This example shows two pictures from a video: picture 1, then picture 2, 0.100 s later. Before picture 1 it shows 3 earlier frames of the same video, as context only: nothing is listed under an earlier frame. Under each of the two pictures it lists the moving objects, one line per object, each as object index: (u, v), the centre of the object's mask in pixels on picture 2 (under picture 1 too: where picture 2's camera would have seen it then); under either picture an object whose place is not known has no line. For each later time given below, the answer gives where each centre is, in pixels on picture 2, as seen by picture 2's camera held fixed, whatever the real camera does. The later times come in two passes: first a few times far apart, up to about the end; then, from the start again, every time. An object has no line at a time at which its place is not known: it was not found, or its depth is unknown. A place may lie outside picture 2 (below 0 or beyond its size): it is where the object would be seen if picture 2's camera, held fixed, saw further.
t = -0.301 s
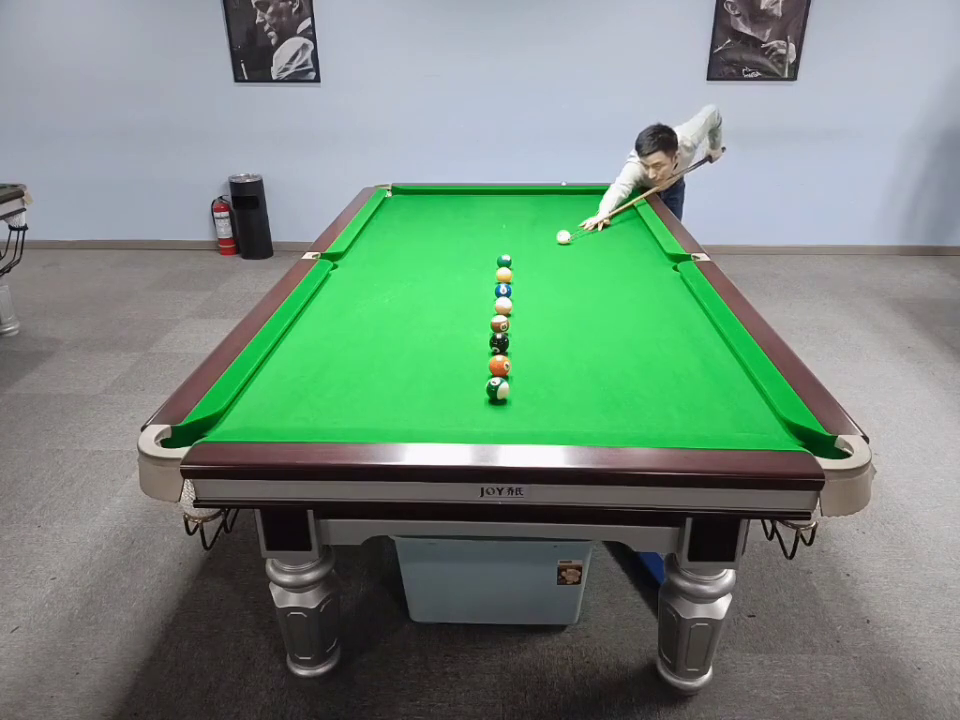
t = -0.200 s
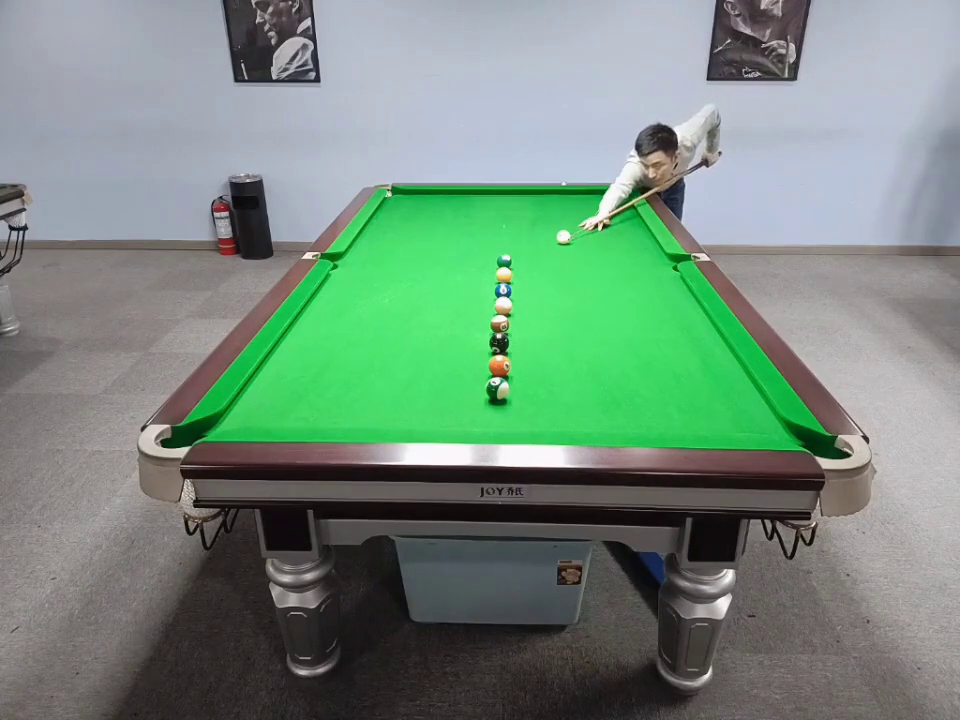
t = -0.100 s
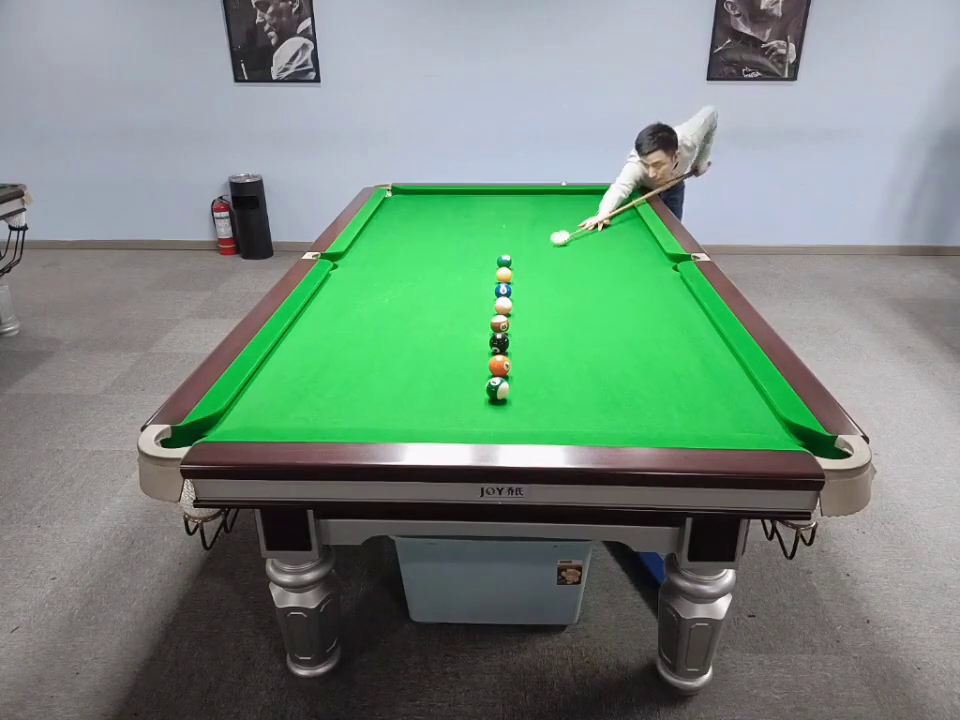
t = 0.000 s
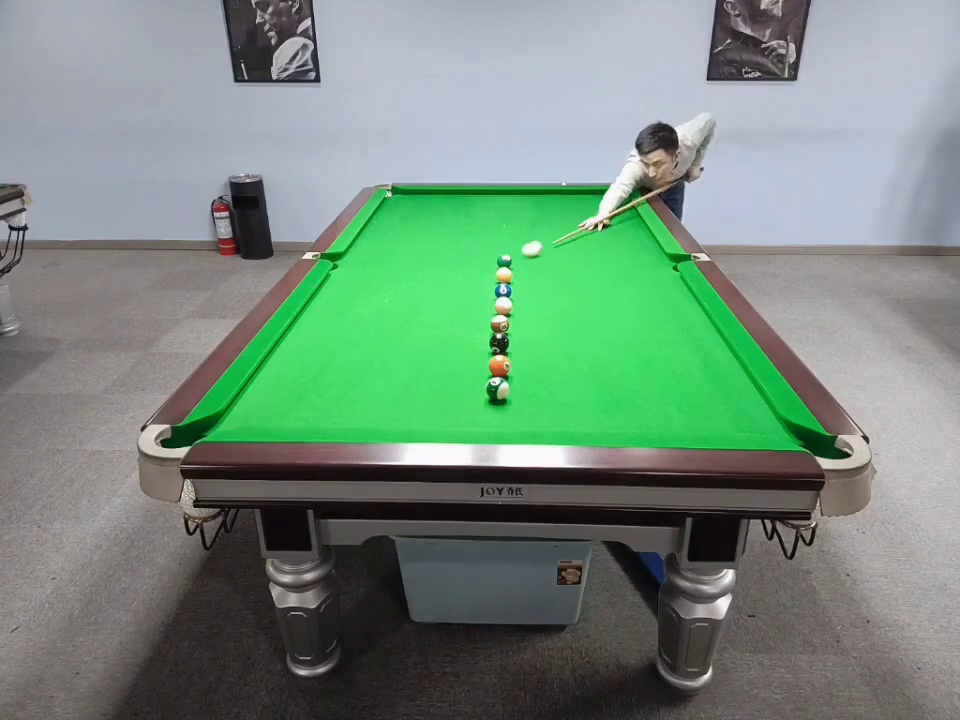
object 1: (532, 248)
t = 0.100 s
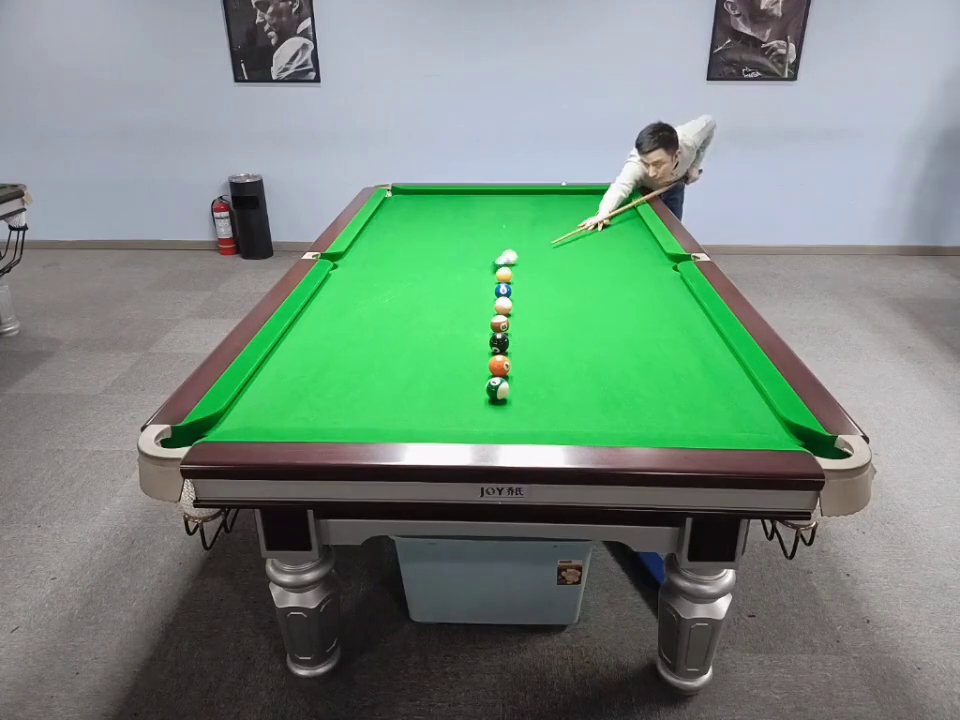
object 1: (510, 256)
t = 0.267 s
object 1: (501, 255)
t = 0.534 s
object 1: (490, 254)
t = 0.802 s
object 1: (480, 252)
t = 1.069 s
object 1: (472, 251)
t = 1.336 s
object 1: (466, 250)
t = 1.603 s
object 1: (460, 249)
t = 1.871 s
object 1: (457, 248)
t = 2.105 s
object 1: (454, 248)
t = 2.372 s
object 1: (453, 248)
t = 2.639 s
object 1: (452, 248)
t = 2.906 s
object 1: (452, 248)
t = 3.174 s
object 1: (452, 248)
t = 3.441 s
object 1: (452, 248)
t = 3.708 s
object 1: (452, 248)
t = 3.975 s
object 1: (452, 248)
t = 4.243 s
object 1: (452, 248)
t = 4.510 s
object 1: (452, 248)
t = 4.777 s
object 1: (452, 248)
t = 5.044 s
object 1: (452, 248)
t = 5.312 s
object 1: (452, 248)
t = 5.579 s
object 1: (452, 248)
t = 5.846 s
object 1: (452, 248)
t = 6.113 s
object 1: (452, 248)
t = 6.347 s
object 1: (452, 248)
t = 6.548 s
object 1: (452, 248)
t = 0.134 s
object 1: (507, 256)
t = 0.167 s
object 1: (506, 256)
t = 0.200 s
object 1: (504, 256)
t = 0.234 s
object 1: (503, 256)
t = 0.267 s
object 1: (501, 255)
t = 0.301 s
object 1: (499, 255)
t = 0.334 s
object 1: (498, 255)
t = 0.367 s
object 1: (497, 255)
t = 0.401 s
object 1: (495, 255)
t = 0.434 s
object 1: (494, 254)
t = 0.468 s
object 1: (492, 254)
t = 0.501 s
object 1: (491, 254)
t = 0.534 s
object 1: (490, 254)
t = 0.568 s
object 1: (488, 254)
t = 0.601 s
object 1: (487, 253)
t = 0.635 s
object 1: (486, 253)
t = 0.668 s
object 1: (485, 253)
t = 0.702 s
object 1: (484, 253)
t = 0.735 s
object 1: (483, 252)
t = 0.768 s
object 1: (482, 252)
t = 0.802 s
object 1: (480, 252)
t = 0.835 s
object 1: (479, 252)
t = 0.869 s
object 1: (478, 252)
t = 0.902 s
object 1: (477, 252)
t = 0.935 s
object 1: (476, 251)
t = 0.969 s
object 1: (475, 251)
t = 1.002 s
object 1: (474, 251)
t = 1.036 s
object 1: (473, 251)
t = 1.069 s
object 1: (472, 251)
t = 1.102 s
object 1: (472, 250)
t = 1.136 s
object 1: (471, 250)
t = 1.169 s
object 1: (470, 250)
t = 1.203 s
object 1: (469, 250)
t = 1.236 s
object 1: (468, 250)
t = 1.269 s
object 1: (467, 250)
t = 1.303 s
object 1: (467, 250)
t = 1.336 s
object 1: (466, 250)
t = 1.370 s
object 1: (465, 250)
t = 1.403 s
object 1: (464, 249)
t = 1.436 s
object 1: (463, 249)
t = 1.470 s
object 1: (463, 249)
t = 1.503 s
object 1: (462, 249)
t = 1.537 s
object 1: (462, 249)
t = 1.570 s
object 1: (461, 249)
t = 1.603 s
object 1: (460, 249)
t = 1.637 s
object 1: (460, 249)
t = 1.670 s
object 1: (459, 249)
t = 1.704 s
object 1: (459, 249)
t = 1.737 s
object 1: (458, 249)
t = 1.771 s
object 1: (458, 248)
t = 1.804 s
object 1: (458, 248)
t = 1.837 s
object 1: (457, 249)
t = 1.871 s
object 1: (457, 248)
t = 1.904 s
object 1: (456, 248)
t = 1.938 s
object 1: (456, 248)
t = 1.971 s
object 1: (456, 248)
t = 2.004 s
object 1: (455, 248)
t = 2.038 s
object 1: (455, 248)
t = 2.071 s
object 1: (454, 248)
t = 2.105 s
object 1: (454, 248)
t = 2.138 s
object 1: (454, 248)
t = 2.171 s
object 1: (454, 248)
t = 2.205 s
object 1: (453, 248)
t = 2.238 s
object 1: (453, 248)
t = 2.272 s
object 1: (453, 248)
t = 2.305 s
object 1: (453, 248)
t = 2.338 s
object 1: (453, 248)
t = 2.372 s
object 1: (453, 248)
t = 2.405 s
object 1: (453, 248)
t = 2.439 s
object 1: (452, 248)
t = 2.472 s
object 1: (452, 248)
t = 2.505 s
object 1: (453, 248)
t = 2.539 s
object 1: (452, 248)
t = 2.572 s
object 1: (452, 248)
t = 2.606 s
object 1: (452, 248)
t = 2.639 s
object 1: (452, 248)
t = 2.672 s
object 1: (452, 248)
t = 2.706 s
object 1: (452, 248)
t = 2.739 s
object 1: (452, 248)
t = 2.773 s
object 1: (452, 248)
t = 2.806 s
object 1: (452, 248)
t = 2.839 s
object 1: (452, 248)
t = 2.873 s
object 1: (452, 248)
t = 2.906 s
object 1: (452, 248)
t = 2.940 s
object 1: (452, 248)
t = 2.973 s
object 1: (452, 248)
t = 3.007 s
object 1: (452, 248)
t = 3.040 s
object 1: (452, 248)
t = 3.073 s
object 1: (452, 248)
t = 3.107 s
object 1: (452, 248)
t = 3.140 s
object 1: (452, 248)
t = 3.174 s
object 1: (452, 248)
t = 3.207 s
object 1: (452, 248)
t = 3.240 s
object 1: (452, 248)
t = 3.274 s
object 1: (452, 248)
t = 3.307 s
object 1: (452, 248)
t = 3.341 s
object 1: (452, 248)
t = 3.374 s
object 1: (452, 248)
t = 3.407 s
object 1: (452, 248)
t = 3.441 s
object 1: (452, 248)
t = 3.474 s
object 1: (452, 248)
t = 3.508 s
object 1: (452, 248)
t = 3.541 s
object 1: (452, 248)
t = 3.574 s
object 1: (452, 248)
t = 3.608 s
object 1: (452, 248)
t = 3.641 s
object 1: (452, 248)
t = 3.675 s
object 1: (452, 248)
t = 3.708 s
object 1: (452, 248)
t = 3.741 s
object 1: (452, 248)
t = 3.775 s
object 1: (452, 248)
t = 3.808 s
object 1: (452, 248)
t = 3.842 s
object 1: (452, 248)
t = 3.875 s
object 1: (452, 248)
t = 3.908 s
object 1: (452, 248)
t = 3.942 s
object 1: (452, 248)
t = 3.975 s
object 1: (452, 248)
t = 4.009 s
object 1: (452, 248)
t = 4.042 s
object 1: (452, 248)
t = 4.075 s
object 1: (452, 248)
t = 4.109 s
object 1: (452, 248)
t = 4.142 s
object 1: (452, 248)
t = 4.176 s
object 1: (452, 248)
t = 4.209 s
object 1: (452, 248)
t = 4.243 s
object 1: (452, 248)
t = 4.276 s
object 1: (452, 248)
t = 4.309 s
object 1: (452, 248)
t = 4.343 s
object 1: (452, 248)
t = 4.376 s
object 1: (452, 248)
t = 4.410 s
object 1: (452, 248)
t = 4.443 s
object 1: (452, 248)
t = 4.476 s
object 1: (452, 248)
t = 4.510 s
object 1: (452, 248)
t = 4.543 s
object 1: (452, 248)
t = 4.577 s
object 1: (452, 248)
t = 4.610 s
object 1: (452, 248)
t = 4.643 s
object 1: (452, 248)
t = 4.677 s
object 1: (452, 248)
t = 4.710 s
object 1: (452, 248)
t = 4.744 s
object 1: (452, 248)
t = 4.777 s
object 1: (452, 248)
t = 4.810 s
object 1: (452, 248)
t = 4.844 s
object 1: (452, 248)
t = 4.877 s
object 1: (452, 248)
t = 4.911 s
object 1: (452, 248)
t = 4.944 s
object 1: (452, 248)
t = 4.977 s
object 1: (452, 248)
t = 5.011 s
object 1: (452, 248)
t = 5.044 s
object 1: (452, 248)
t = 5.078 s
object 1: (452, 248)
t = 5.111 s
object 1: (452, 248)
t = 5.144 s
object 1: (452, 248)
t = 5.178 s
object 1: (452, 248)
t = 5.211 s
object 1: (452, 248)
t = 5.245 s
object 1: (452, 248)
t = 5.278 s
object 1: (452, 248)
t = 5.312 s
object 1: (452, 248)
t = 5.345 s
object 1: (452, 248)
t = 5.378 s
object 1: (452, 248)
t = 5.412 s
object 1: (452, 248)
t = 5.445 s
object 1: (452, 248)
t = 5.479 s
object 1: (452, 248)
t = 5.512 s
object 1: (452, 248)
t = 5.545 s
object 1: (452, 248)
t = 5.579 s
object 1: (452, 248)
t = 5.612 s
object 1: (452, 248)
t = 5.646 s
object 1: (452, 248)
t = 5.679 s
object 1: (452, 248)
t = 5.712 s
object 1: (452, 248)
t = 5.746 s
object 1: (452, 248)
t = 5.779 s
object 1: (452, 248)
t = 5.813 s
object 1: (452, 248)
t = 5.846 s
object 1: (452, 248)
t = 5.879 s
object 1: (452, 248)
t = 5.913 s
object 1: (452, 248)
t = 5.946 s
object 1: (452, 248)
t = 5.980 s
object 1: (452, 248)
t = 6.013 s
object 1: (452, 248)
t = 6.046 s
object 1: (452, 248)
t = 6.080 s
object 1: (452, 248)
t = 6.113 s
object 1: (452, 248)
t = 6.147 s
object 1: (452, 248)
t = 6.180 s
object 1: (452, 248)
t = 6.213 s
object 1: (452, 248)
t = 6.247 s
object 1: (452, 248)
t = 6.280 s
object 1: (452, 248)
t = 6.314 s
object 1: (452, 248)
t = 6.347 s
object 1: (452, 248)
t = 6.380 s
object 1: (452, 248)
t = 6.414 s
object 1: (452, 248)
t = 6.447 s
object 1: (452, 248)
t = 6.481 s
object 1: (452, 248)
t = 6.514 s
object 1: (452, 248)
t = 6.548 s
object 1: (452, 248)
